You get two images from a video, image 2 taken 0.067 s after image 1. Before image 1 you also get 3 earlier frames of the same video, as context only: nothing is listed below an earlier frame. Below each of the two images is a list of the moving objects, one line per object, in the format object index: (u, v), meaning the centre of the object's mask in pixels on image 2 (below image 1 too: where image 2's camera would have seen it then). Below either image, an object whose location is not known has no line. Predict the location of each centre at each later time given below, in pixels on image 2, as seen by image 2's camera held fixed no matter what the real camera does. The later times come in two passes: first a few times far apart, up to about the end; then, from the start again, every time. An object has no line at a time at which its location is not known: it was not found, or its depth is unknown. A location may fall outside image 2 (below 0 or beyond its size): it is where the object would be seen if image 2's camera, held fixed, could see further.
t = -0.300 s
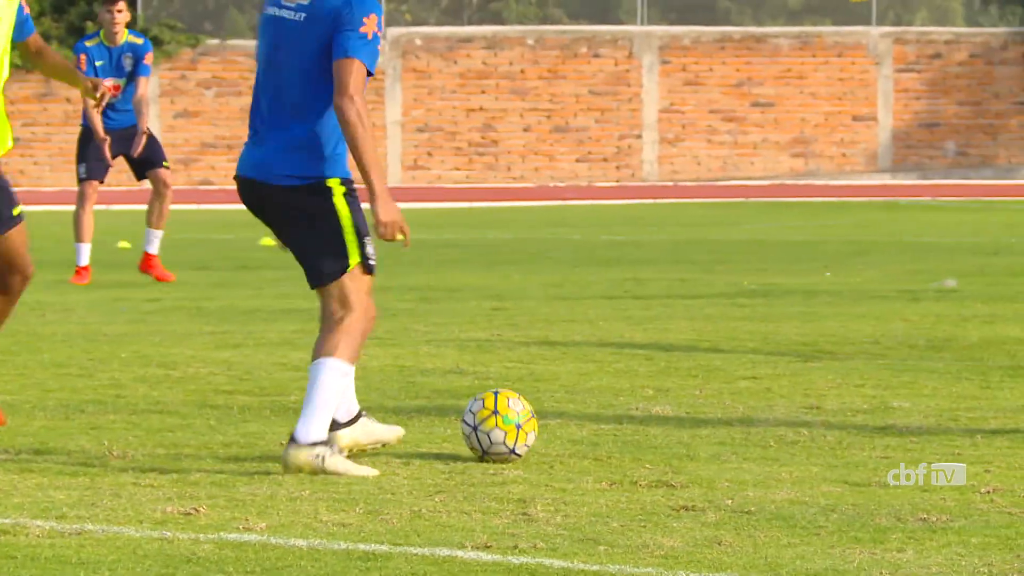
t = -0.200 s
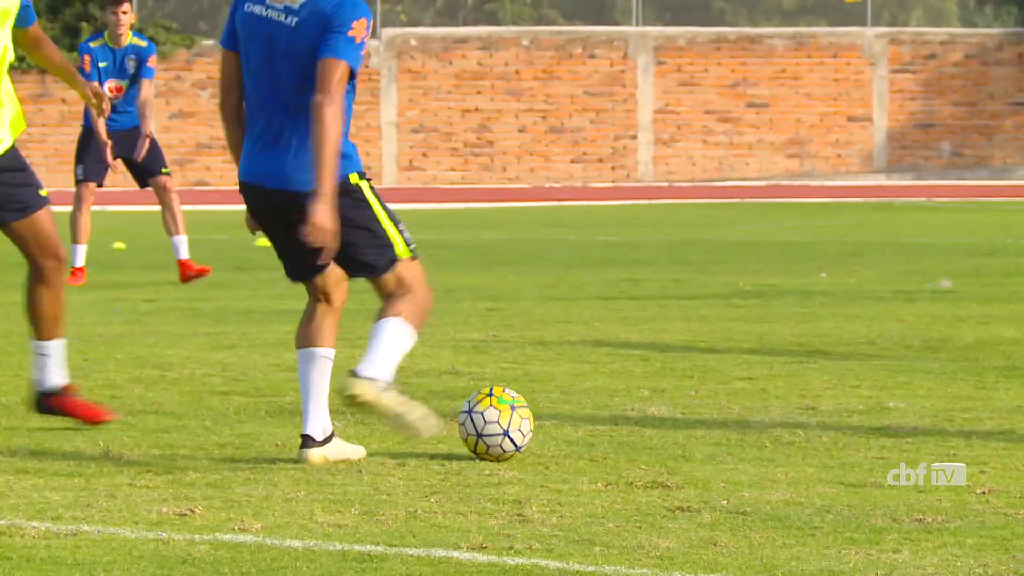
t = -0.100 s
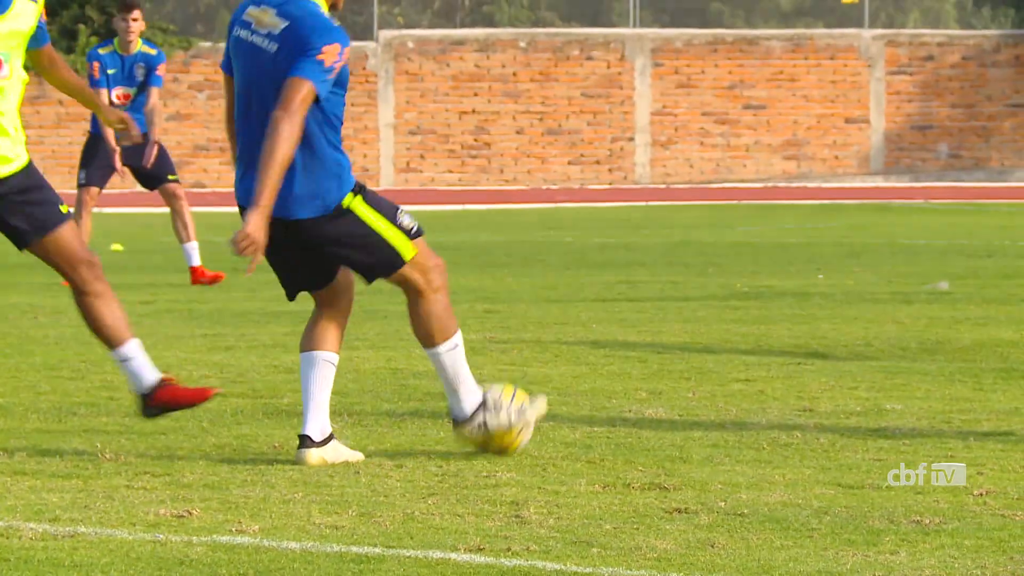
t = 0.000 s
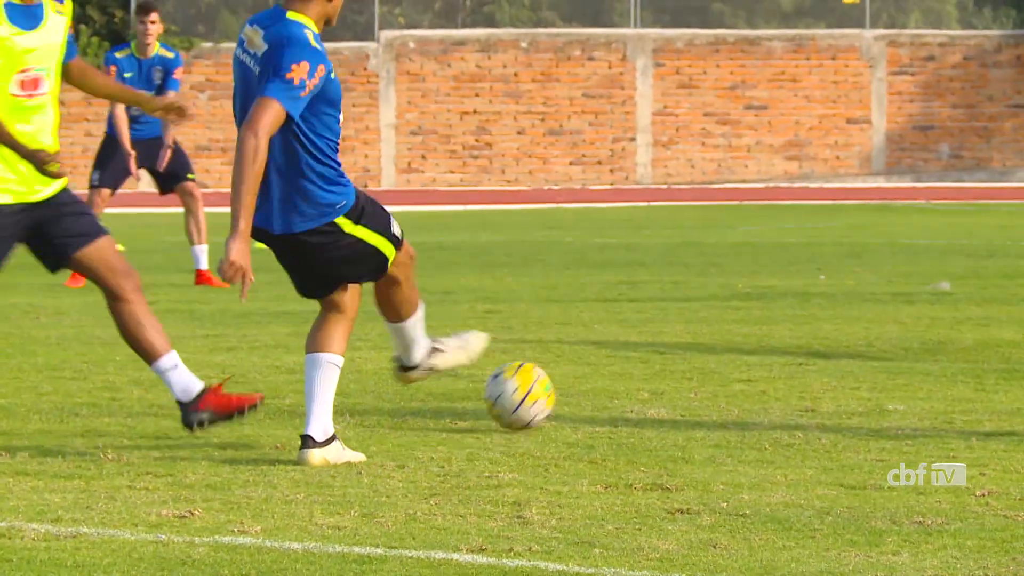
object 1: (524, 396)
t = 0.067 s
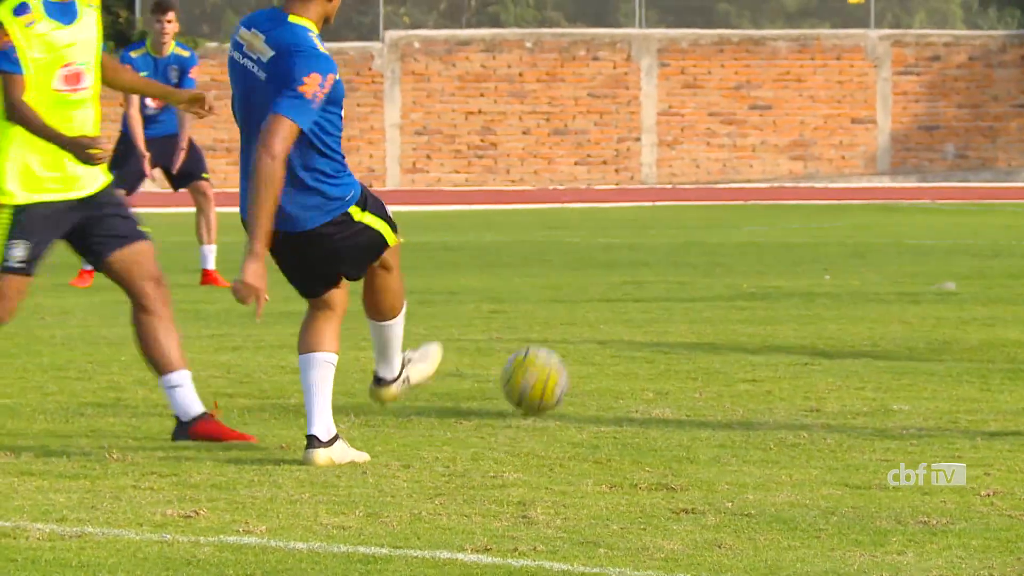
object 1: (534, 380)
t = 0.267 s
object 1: (551, 337)
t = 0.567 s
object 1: (556, 301)
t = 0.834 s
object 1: (555, 301)
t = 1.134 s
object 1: (538, 295)
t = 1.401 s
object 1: (521, 289)
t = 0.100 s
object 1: (539, 370)
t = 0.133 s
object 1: (542, 365)
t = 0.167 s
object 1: (545, 362)
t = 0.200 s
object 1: (547, 362)
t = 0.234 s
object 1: (550, 348)
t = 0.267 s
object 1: (551, 337)
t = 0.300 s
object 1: (552, 328)
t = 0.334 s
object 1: (553, 322)
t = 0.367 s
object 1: (553, 319)
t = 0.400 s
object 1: (554, 319)
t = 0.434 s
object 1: (554, 324)
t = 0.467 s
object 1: (553, 329)
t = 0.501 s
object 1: (554, 319)
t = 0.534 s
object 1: (555, 309)
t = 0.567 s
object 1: (556, 301)
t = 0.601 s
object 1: (557, 297)
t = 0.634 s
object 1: (557, 296)
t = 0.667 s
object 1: (558, 297)
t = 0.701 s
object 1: (557, 303)
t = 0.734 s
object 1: (557, 309)
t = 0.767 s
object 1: (557, 306)
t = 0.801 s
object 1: (556, 303)
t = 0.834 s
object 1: (555, 301)
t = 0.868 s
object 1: (554, 303)
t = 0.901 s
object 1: (553, 302)
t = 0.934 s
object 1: (551, 293)
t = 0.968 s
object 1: (549, 288)
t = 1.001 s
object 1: (547, 284)
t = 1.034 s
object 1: (545, 283)
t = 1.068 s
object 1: (543, 285)
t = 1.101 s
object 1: (541, 289)
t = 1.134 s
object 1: (538, 295)
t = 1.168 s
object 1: (536, 290)
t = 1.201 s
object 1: (534, 283)
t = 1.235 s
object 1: (532, 279)
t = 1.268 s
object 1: (530, 276)
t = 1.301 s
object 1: (528, 276)
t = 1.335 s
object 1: (525, 279)
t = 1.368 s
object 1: (523, 283)
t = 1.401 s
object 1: (521, 289)
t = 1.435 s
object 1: (519, 284)
